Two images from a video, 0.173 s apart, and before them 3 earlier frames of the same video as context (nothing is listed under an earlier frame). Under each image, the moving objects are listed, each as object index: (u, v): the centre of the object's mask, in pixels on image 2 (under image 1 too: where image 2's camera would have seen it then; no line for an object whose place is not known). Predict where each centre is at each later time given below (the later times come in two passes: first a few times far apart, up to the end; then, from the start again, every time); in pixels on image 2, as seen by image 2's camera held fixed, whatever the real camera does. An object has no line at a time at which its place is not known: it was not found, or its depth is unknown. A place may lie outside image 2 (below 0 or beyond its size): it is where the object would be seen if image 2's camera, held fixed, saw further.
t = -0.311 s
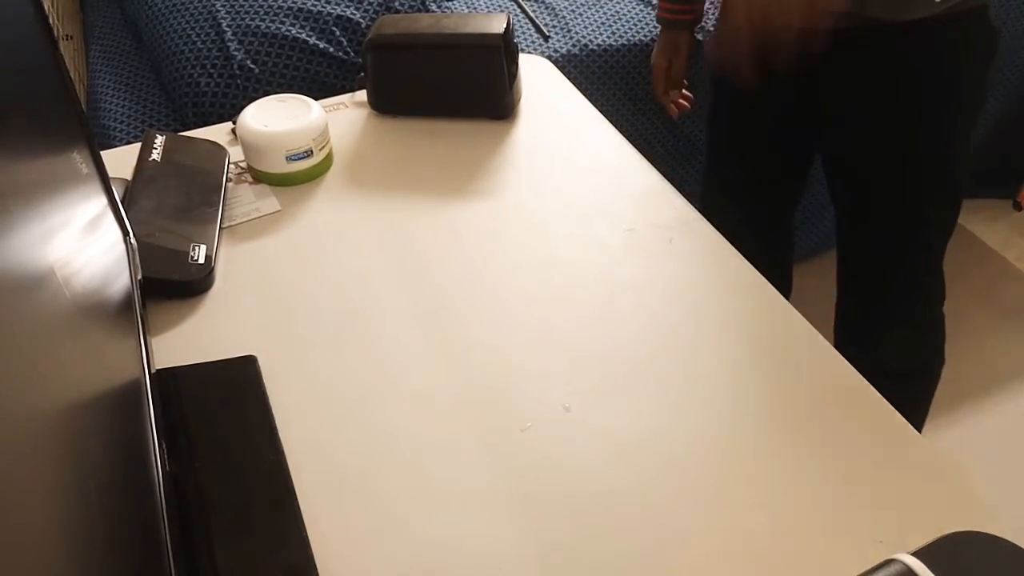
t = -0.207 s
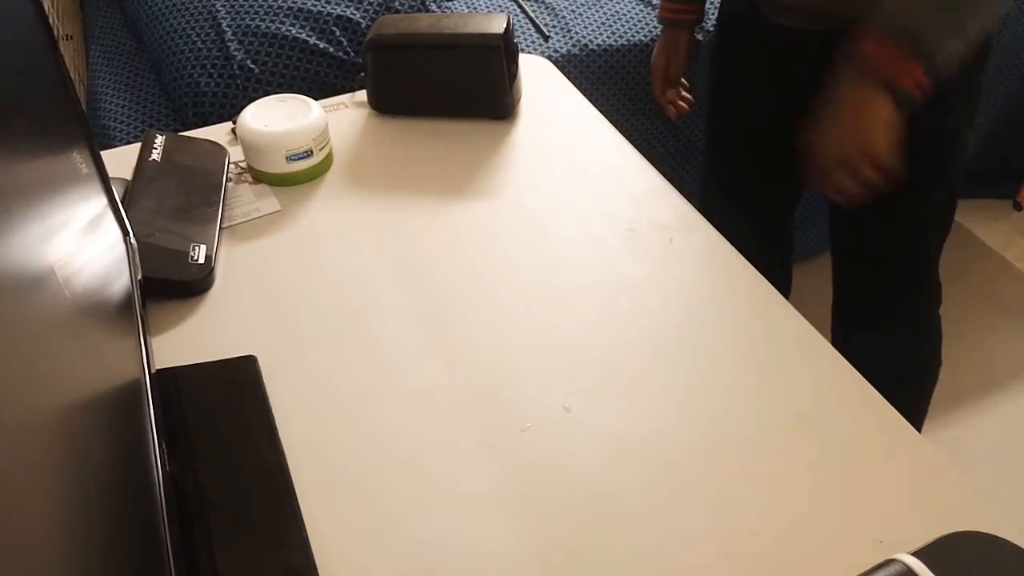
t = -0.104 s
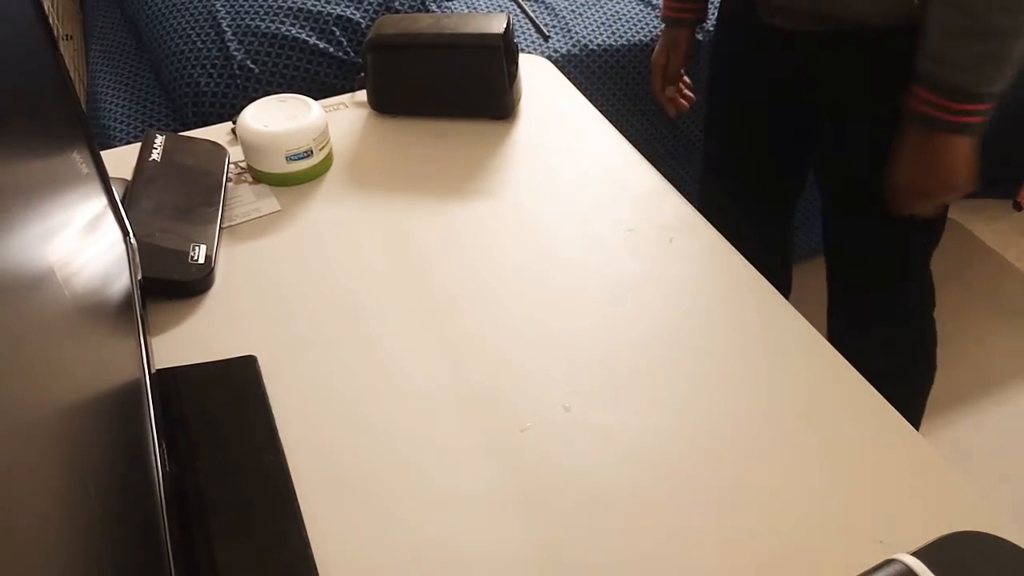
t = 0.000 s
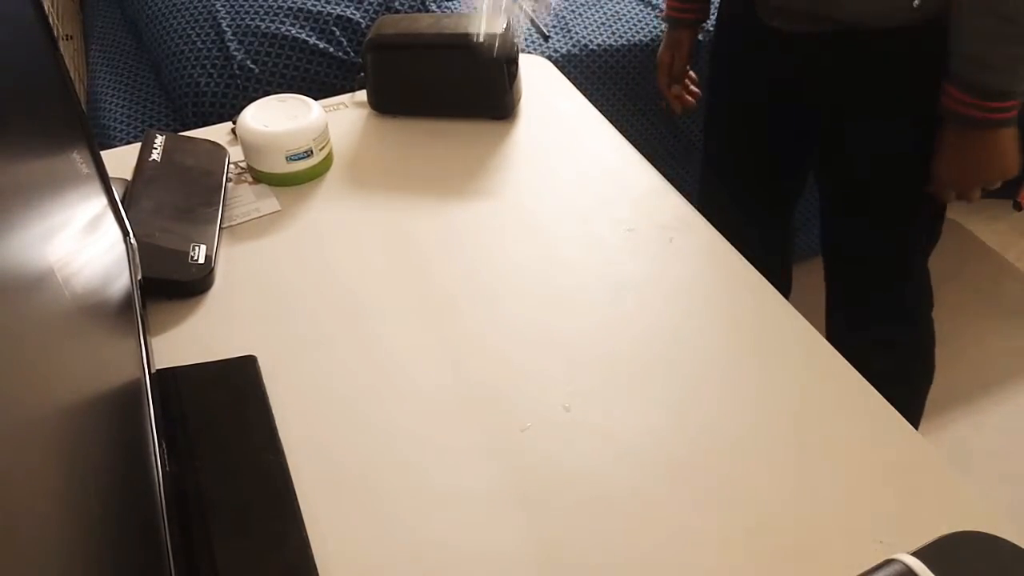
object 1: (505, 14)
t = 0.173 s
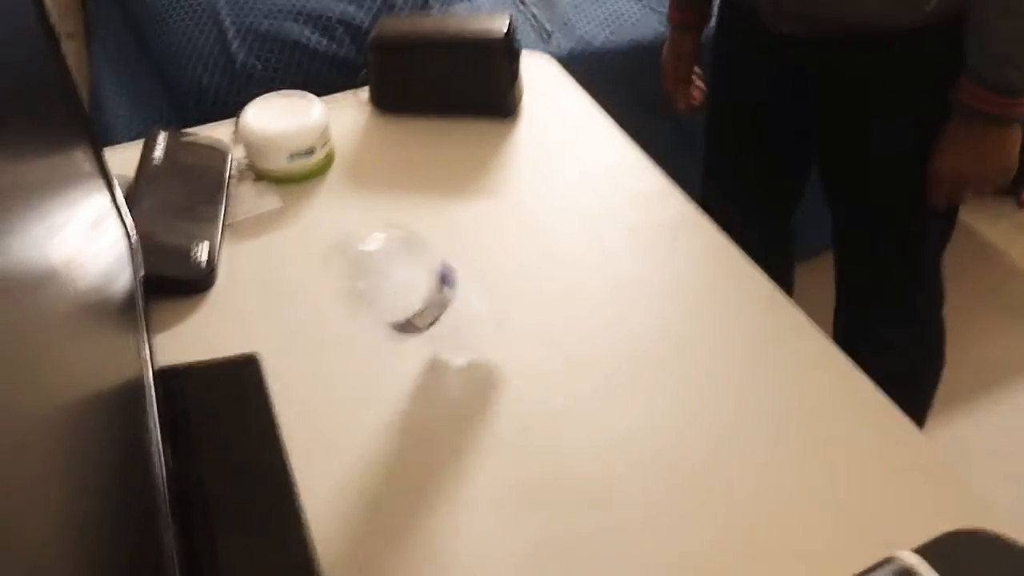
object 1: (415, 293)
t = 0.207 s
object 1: (399, 308)
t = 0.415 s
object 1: (365, 402)
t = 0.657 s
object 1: (375, 408)
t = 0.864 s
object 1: (392, 421)
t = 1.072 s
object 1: (394, 420)
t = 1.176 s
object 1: (394, 420)
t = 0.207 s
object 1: (399, 308)
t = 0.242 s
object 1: (402, 328)
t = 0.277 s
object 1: (361, 366)
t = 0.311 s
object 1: (356, 399)
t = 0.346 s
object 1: (358, 400)
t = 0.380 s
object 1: (362, 401)
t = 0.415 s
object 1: (365, 402)
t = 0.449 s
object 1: (366, 402)
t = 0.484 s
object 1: (368, 403)
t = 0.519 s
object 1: (369, 405)
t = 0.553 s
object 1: (371, 406)
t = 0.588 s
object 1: (373, 406)
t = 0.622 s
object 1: (374, 407)
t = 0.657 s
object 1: (375, 408)
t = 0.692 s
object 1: (377, 410)
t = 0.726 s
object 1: (379, 412)
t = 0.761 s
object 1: (384, 414)
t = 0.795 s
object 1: (385, 419)
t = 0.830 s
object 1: (391, 421)
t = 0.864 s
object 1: (392, 421)
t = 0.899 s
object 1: (391, 420)
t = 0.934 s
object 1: (392, 422)
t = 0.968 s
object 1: (394, 422)
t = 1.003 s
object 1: (394, 421)
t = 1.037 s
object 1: (394, 420)
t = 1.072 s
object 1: (394, 420)
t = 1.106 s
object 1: (394, 420)
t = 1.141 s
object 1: (394, 420)
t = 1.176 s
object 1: (394, 420)
